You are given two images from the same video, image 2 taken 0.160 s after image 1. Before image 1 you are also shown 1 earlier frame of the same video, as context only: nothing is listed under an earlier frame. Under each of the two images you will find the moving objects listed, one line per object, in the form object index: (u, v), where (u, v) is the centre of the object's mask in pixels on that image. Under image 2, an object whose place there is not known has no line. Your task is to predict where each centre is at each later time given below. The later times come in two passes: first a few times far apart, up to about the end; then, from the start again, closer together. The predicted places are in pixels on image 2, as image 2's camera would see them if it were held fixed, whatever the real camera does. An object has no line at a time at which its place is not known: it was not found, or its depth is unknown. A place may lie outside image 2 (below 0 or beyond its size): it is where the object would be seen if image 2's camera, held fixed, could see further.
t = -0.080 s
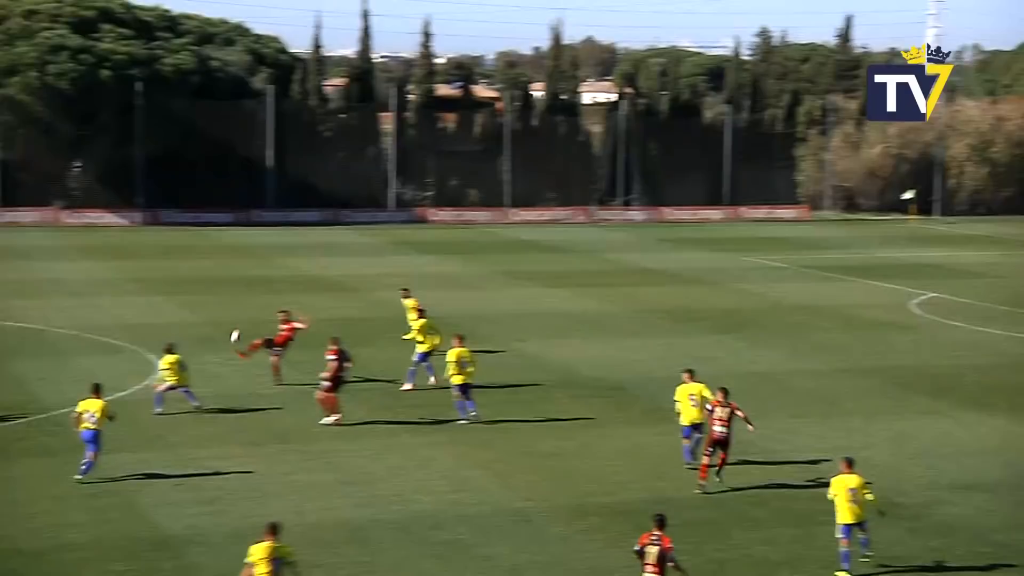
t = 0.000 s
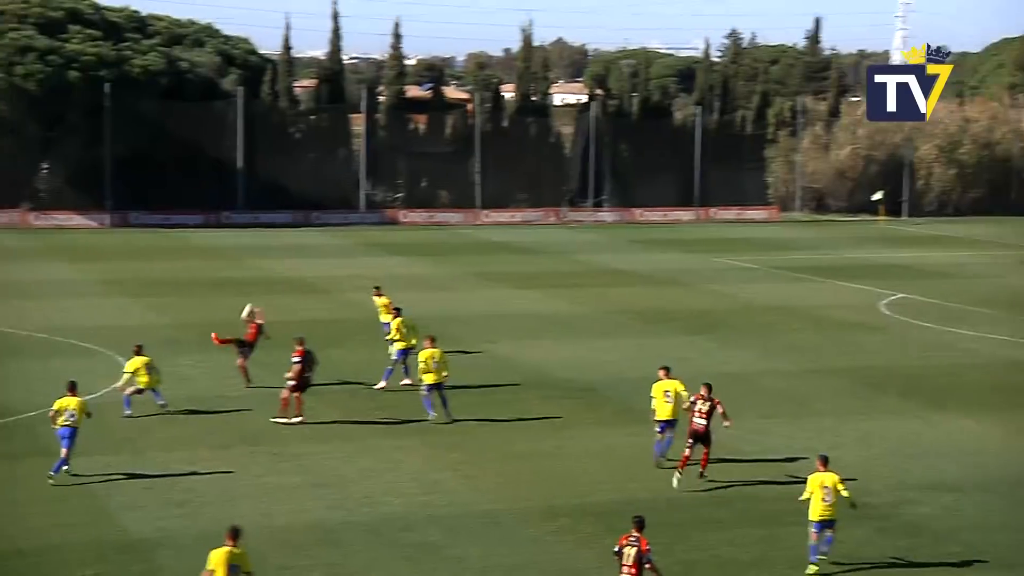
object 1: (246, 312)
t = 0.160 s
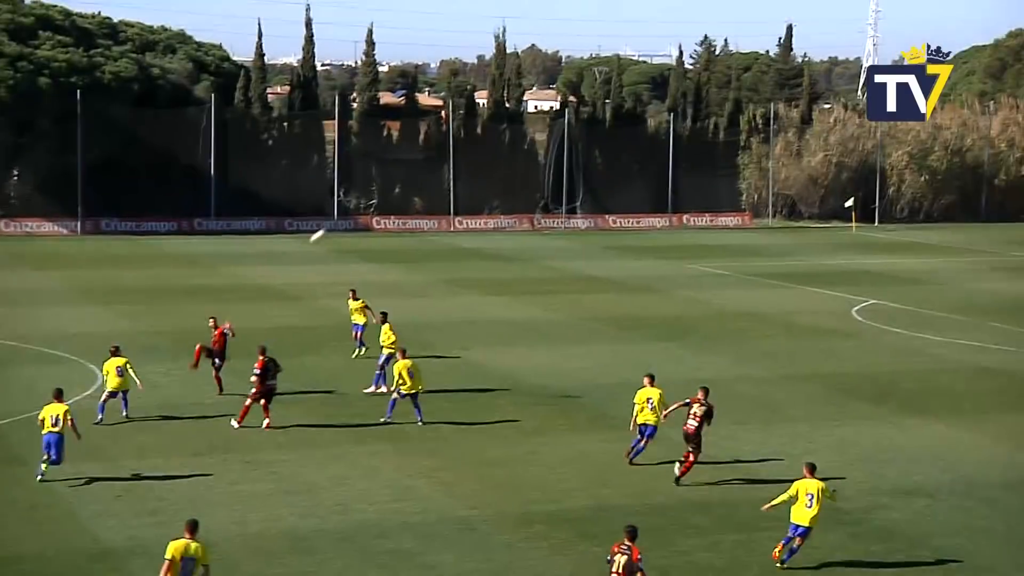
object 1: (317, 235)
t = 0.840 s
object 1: (695, 72)
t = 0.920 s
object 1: (734, 71)
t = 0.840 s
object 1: (695, 72)
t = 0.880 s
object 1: (715, 71)
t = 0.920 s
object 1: (734, 71)
